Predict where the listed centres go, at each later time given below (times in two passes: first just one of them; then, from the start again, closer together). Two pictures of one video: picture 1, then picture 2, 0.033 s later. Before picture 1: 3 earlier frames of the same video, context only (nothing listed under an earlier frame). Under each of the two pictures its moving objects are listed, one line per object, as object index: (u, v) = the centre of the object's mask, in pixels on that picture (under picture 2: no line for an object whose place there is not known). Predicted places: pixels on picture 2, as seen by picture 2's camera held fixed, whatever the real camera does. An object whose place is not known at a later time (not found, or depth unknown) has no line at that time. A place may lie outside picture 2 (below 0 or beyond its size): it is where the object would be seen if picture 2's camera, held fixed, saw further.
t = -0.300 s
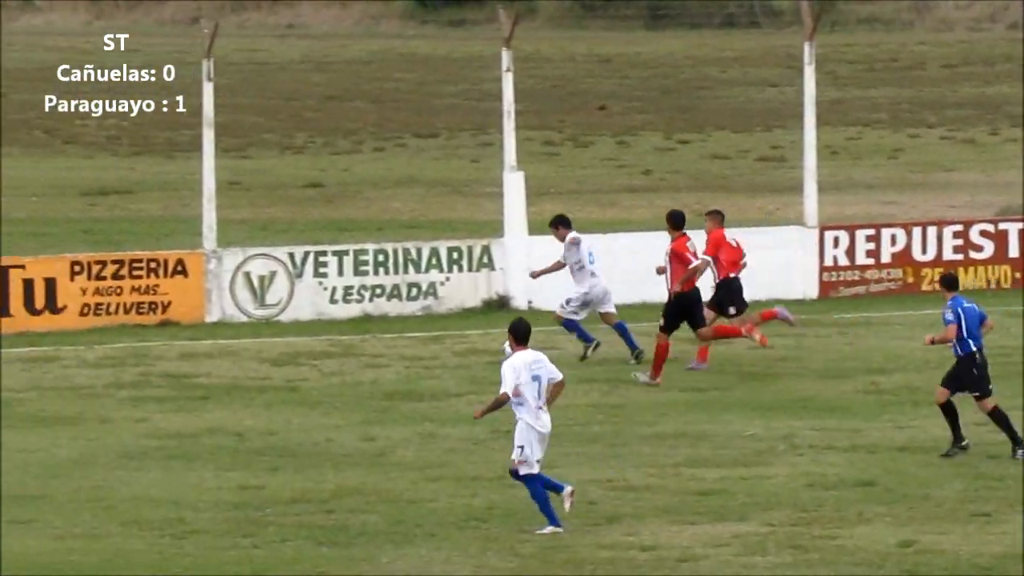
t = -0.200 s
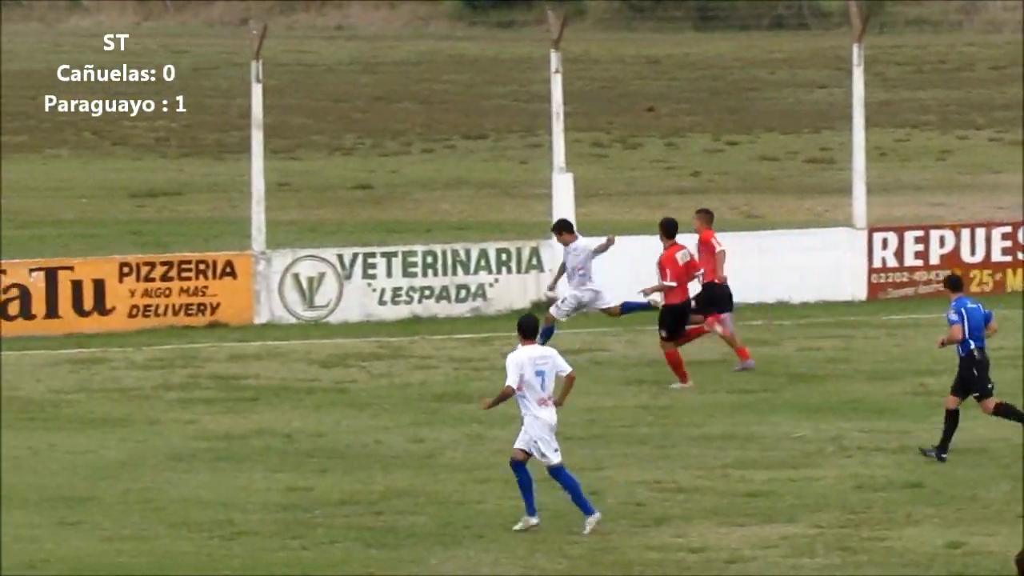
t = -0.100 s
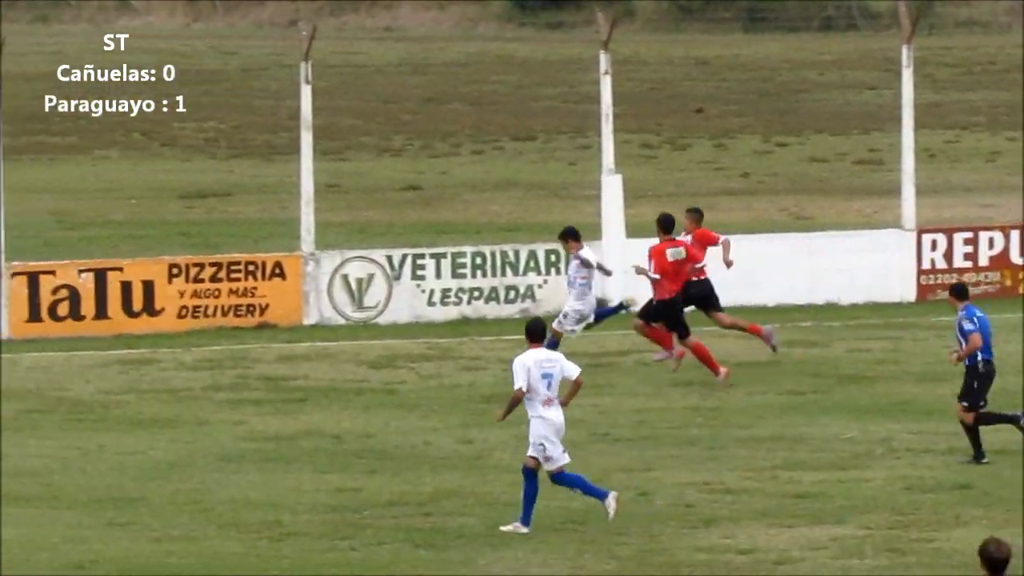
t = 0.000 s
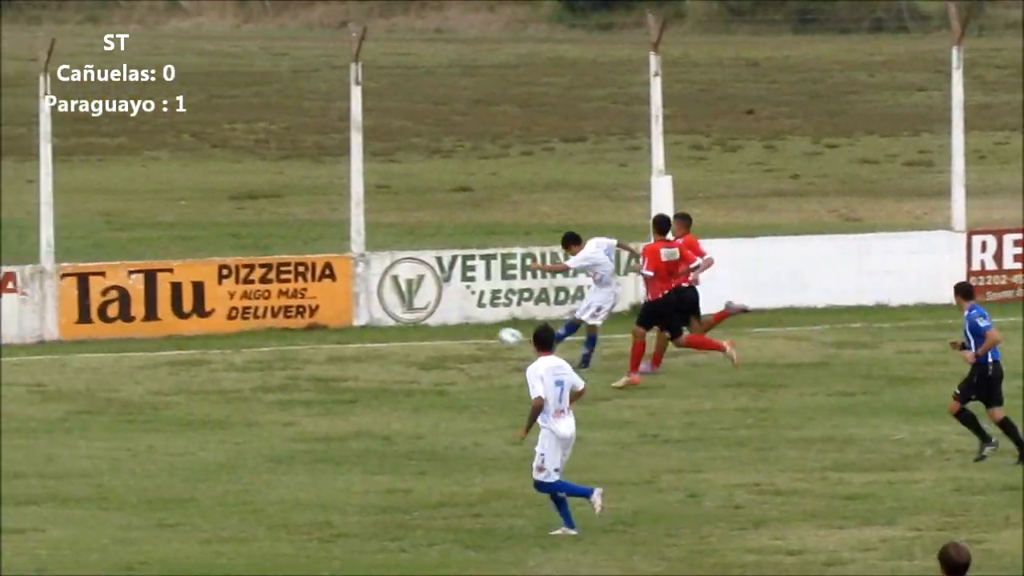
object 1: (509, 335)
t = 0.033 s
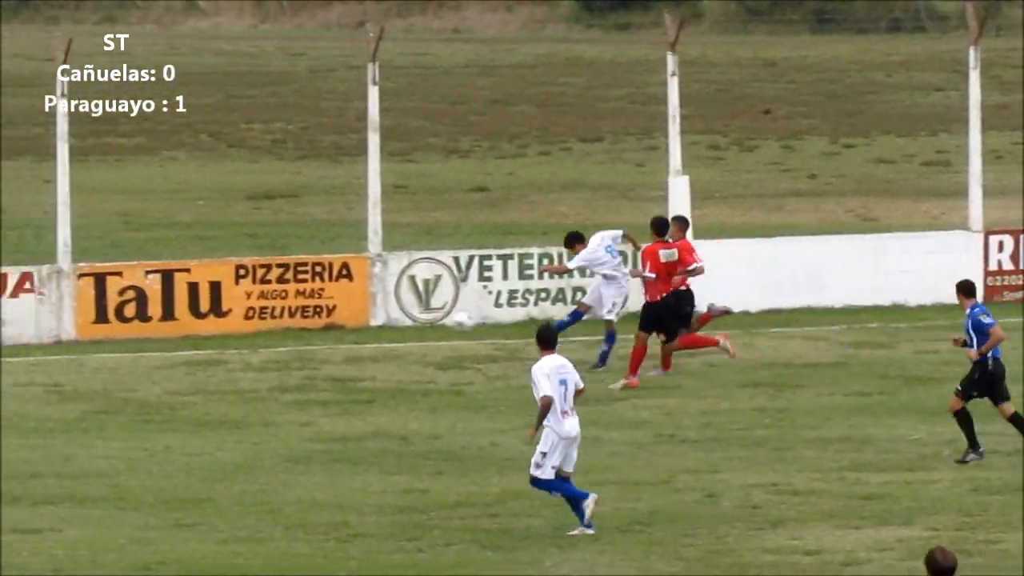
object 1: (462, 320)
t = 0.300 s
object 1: (-49, 217)
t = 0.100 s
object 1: (333, 292)
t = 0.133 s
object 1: (269, 277)
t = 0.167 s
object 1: (205, 263)
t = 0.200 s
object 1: (141, 250)
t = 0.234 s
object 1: (79, 238)
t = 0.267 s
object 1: (14, 228)
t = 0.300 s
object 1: (-49, 217)
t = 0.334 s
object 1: (-112, 207)
